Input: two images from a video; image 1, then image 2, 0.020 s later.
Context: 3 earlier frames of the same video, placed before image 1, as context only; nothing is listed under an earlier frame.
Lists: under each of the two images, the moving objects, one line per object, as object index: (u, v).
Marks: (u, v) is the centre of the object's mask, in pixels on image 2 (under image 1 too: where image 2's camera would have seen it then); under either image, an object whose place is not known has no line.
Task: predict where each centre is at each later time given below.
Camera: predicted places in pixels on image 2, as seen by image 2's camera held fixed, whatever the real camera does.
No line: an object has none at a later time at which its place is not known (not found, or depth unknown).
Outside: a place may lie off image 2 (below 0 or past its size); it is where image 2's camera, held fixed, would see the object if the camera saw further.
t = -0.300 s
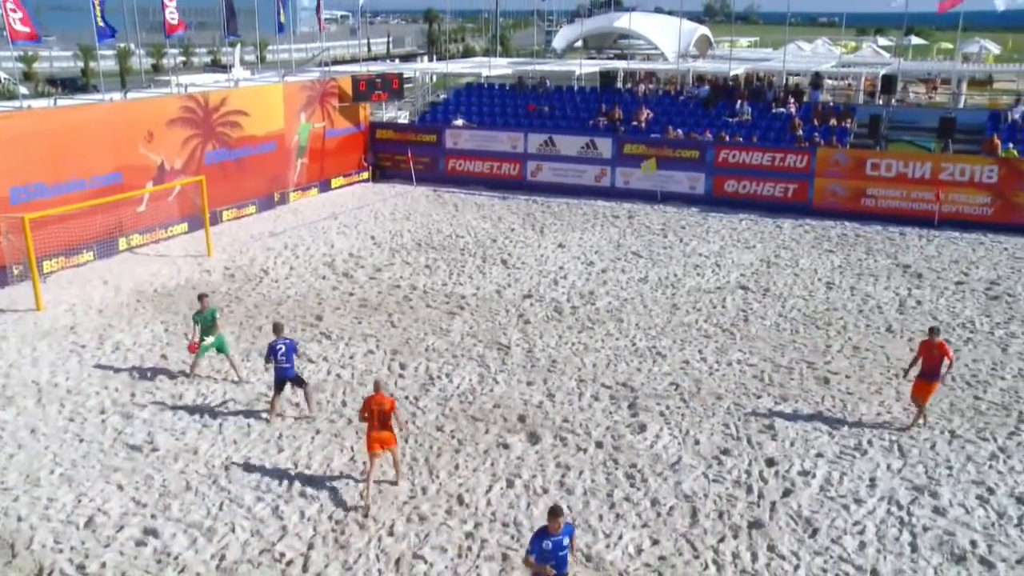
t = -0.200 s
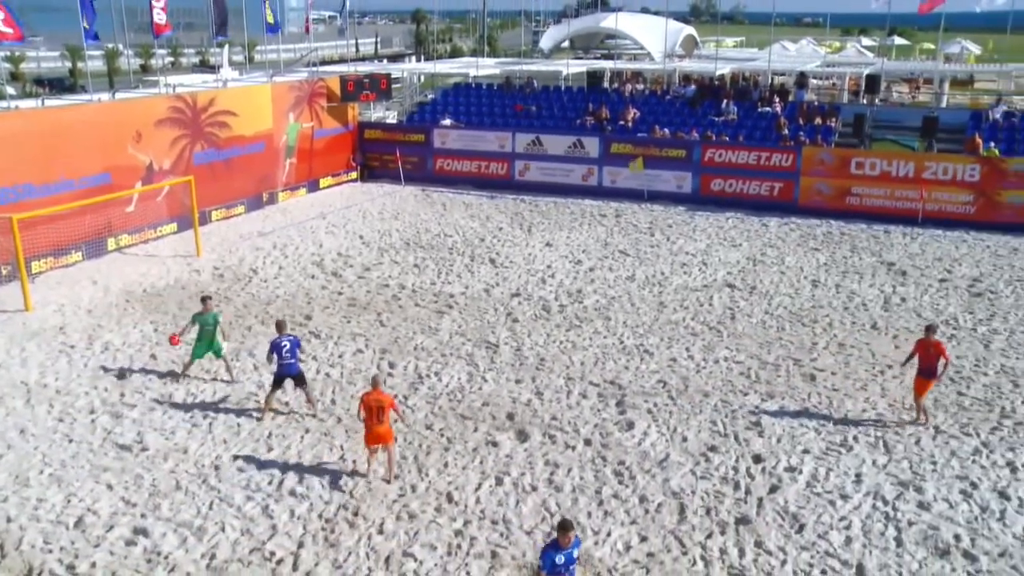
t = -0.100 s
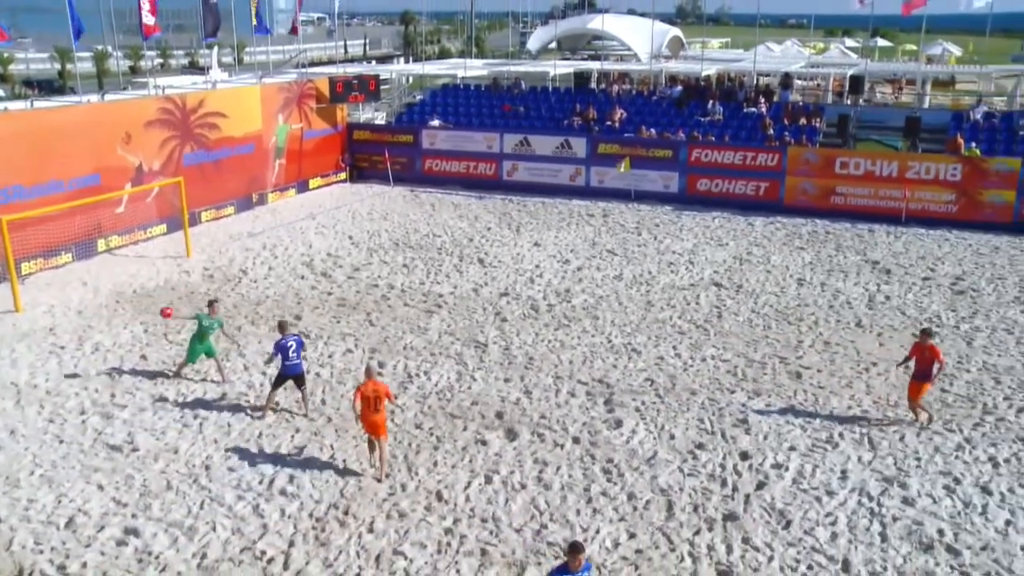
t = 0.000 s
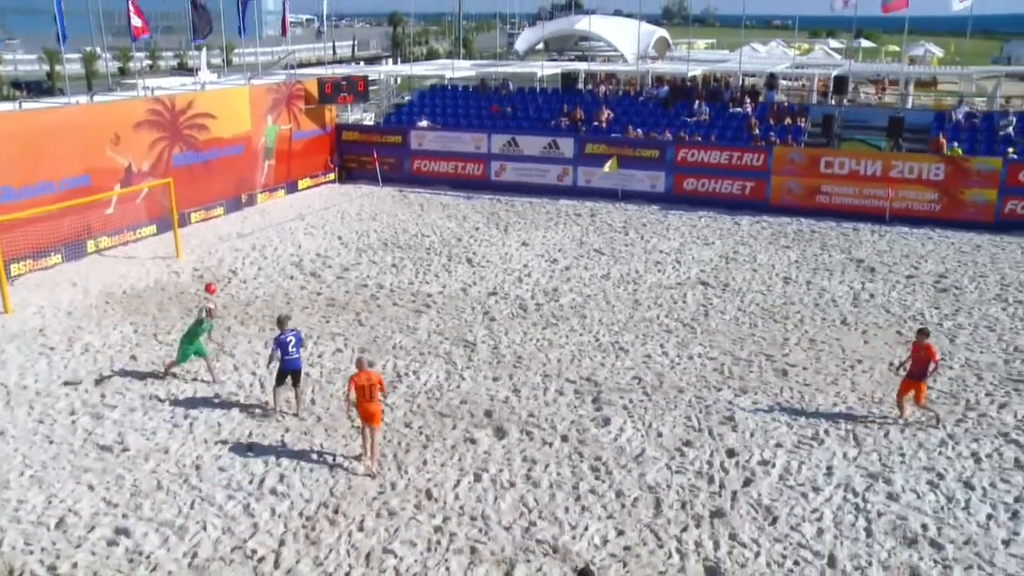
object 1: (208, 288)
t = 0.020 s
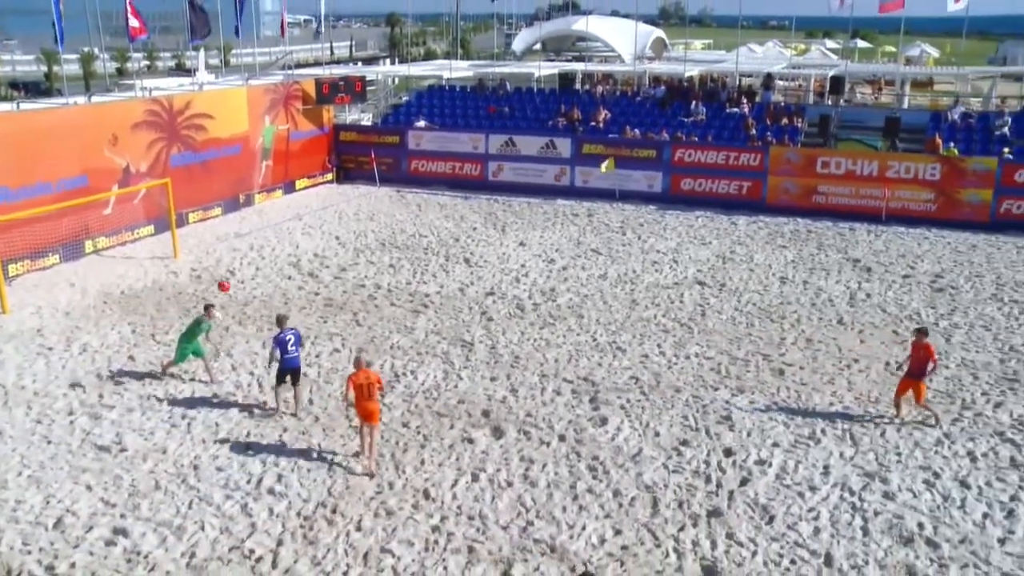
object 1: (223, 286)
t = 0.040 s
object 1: (239, 283)
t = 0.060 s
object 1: (255, 281)
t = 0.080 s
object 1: (271, 278)
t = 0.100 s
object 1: (287, 276)
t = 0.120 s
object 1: (304, 273)
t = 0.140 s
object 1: (320, 271)
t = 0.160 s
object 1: (337, 270)
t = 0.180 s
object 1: (354, 268)
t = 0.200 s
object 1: (370, 266)
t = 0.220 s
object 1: (387, 264)
